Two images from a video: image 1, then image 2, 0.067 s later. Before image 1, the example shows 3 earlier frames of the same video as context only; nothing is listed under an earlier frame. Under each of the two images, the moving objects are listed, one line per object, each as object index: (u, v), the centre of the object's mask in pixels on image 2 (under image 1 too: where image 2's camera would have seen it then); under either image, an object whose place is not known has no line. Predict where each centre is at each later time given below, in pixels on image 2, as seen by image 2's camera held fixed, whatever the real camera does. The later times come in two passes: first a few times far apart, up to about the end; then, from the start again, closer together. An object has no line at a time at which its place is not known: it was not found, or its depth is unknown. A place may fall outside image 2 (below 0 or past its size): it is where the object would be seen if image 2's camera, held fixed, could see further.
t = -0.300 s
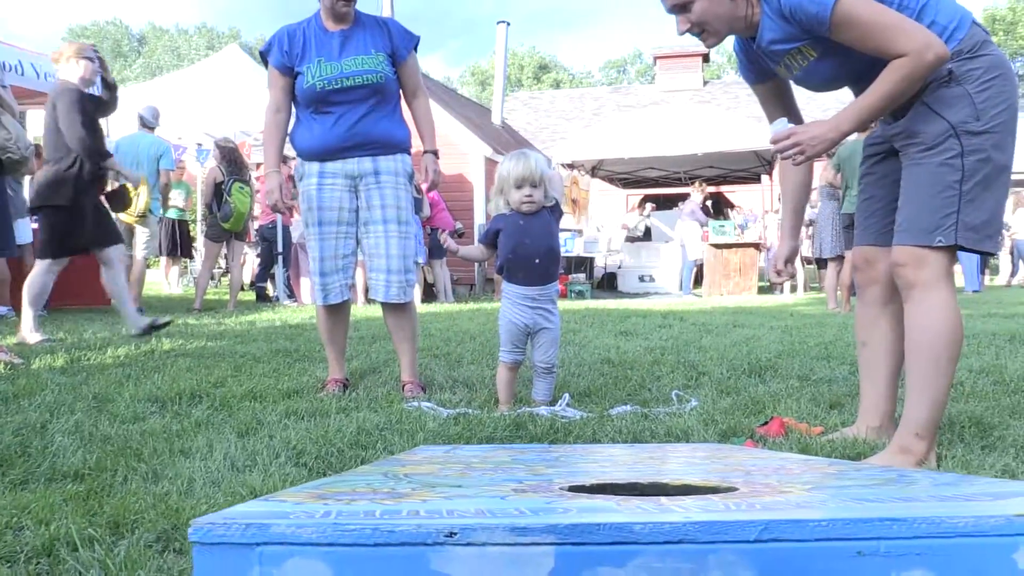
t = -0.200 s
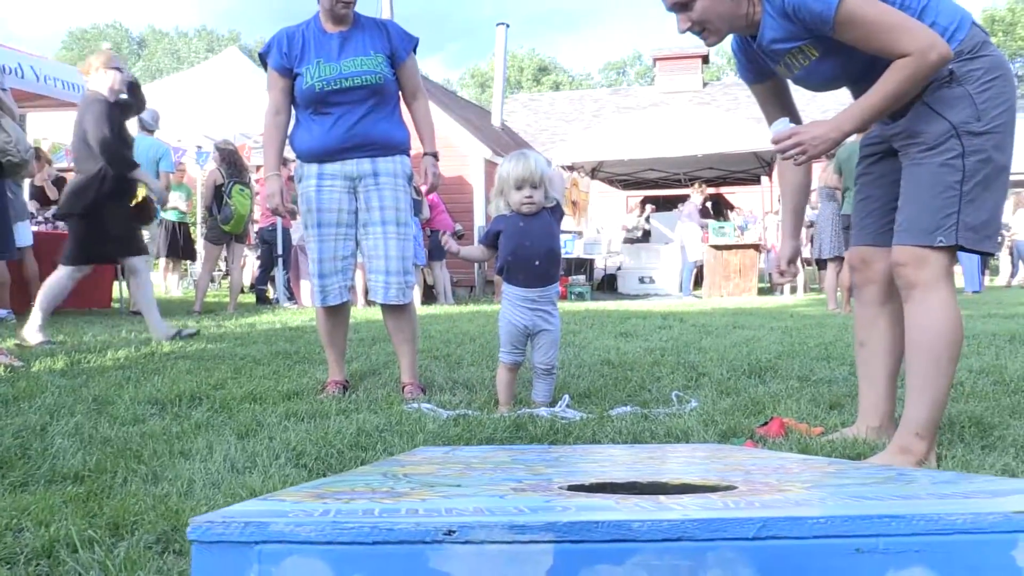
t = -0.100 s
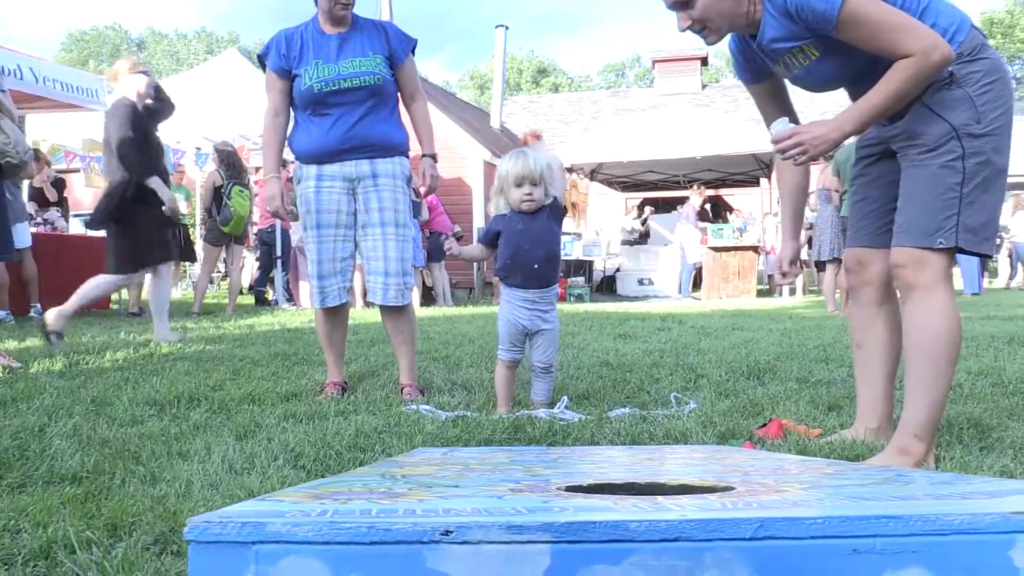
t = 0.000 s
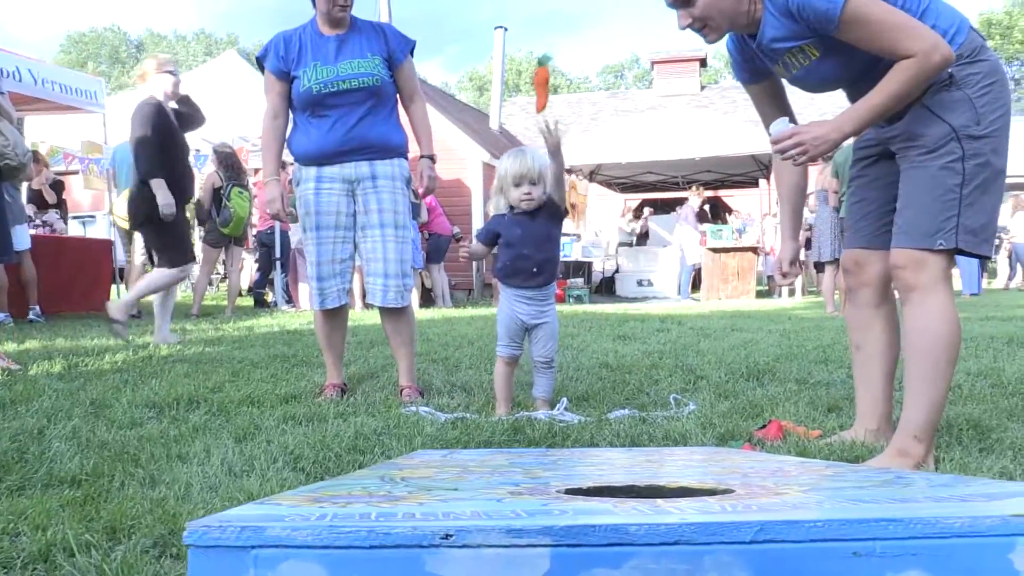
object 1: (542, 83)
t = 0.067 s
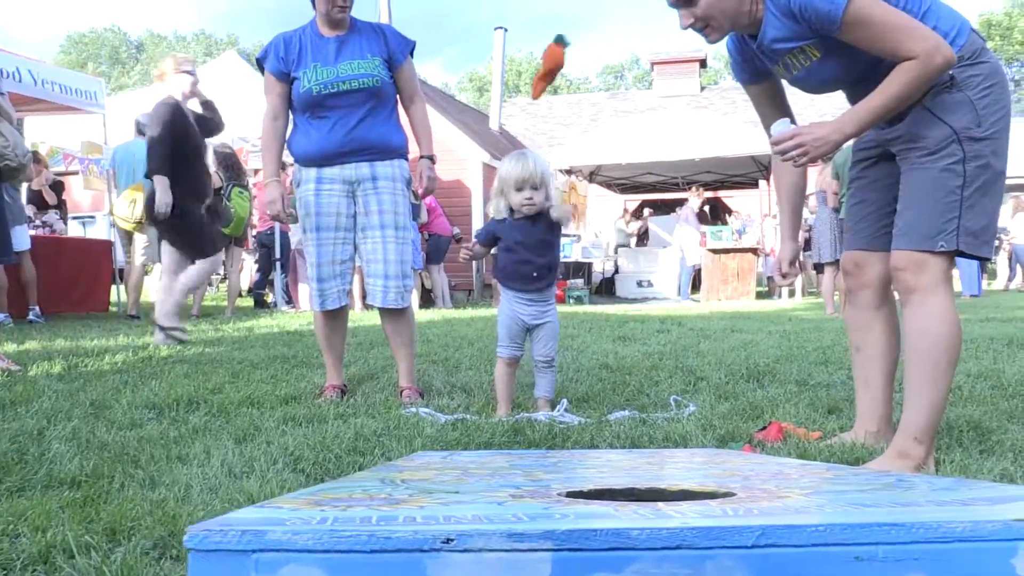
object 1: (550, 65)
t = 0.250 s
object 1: (608, 120)
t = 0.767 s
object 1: (645, 486)
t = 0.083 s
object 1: (553, 62)
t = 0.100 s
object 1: (557, 59)
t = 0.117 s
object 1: (562, 56)
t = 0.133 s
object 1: (567, 55)
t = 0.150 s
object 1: (571, 57)
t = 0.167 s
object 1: (576, 61)
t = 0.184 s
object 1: (581, 67)
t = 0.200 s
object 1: (589, 75)
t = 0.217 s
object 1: (595, 86)
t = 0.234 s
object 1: (601, 102)
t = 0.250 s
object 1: (608, 120)
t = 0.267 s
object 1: (617, 149)
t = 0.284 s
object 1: (626, 177)
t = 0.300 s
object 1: (634, 210)
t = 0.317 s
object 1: (645, 256)
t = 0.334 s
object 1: (668, 325)
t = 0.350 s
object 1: (683, 387)
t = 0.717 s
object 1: (651, 483)
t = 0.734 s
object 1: (647, 489)
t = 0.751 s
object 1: (648, 489)
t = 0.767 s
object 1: (645, 486)
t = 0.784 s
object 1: (643, 482)
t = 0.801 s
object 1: (642, 482)
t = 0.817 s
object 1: (641, 486)
